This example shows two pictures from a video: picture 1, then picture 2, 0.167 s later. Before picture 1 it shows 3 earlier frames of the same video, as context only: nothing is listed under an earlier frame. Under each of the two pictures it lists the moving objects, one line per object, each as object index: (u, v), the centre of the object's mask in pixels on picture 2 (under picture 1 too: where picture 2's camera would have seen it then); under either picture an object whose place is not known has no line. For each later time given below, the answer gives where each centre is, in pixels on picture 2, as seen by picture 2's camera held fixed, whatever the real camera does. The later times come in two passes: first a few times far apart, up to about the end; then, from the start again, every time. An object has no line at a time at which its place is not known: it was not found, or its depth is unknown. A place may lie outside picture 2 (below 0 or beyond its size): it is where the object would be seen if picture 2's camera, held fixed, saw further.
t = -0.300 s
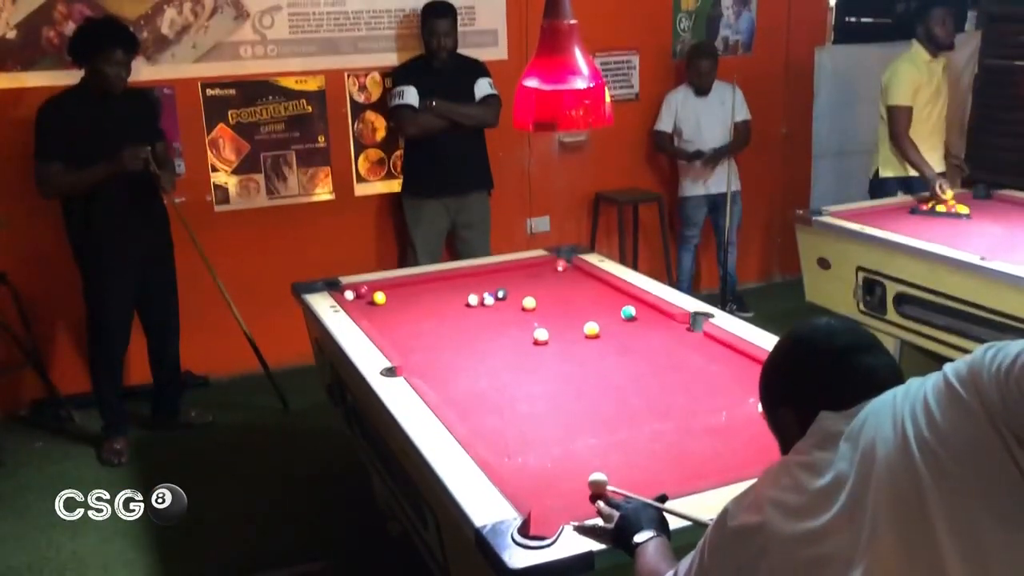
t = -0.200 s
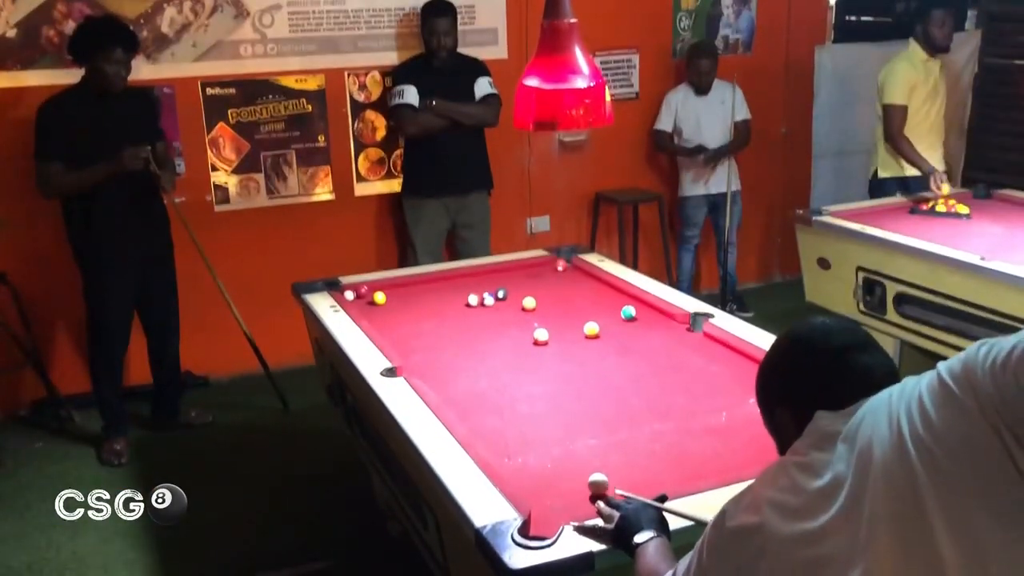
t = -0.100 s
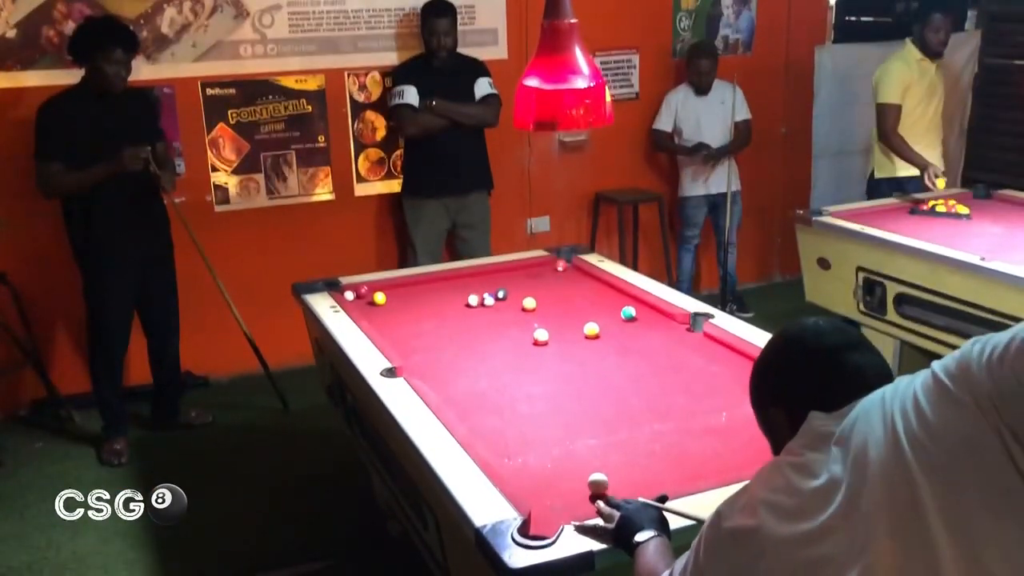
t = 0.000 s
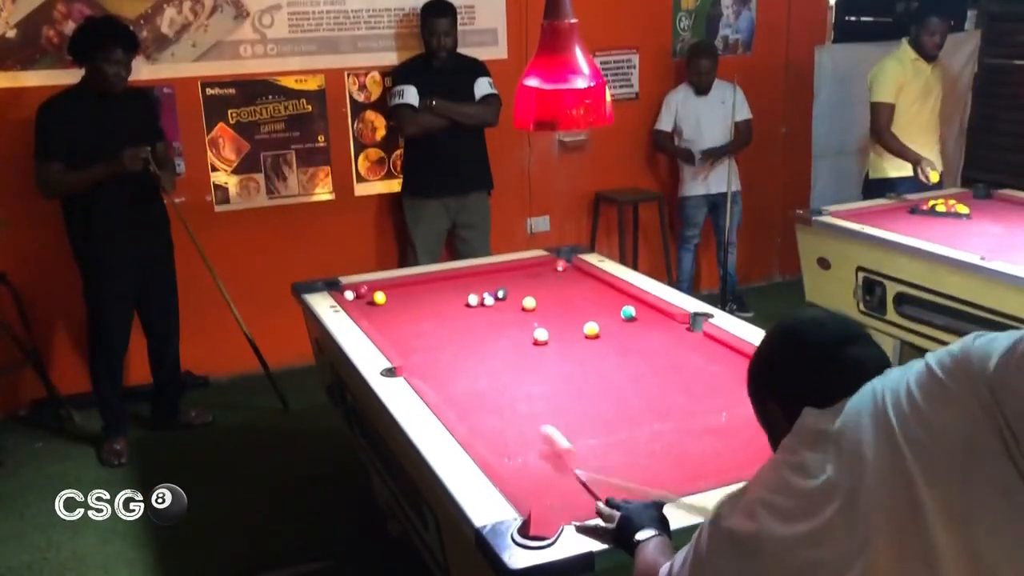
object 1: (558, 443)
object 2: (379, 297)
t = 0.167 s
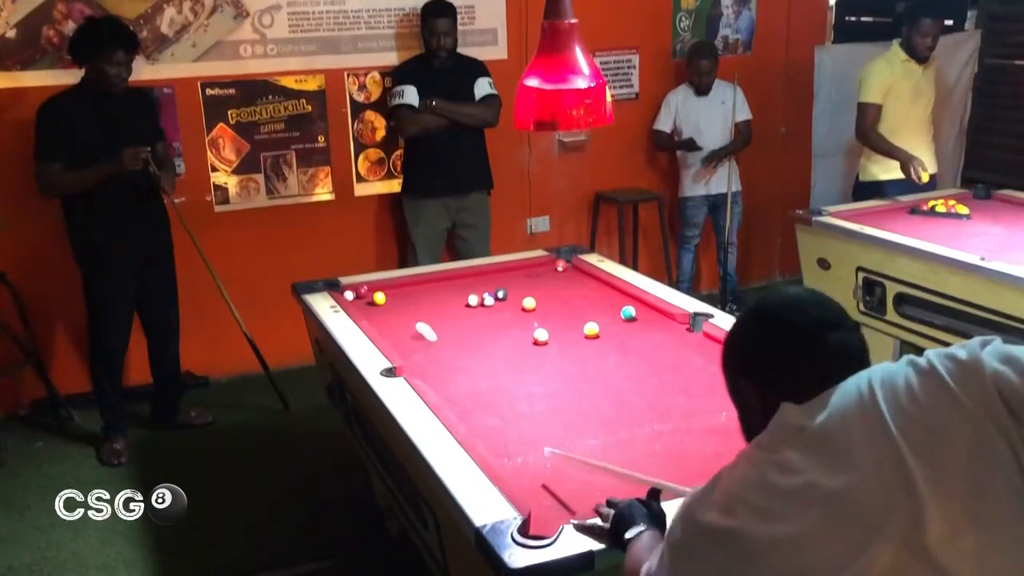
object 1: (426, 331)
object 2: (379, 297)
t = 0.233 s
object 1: (392, 304)
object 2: (378, 297)
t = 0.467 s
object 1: (464, 276)
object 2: (399, 293)
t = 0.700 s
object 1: (519, 269)
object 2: (437, 294)
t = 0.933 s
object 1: (554, 268)
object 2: (472, 291)
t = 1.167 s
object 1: (564, 271)
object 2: (494, 293)
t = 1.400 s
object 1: (573, 274)
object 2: (502, 296)
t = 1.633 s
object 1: (582, 277)
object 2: (510, 297)
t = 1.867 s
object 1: (592, 281)
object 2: (518, 298)
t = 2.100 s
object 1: (600, 284)
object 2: (522, 298)
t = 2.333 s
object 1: (608, 287)
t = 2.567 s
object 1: (614, 290)
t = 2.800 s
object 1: (618, 292)
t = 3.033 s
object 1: (621, 294)
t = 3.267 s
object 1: (623, 296)
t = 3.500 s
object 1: (625, 298)
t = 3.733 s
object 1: (627, 300)
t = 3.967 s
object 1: (628, 301)
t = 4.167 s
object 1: (629, 301)
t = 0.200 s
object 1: (407, 316)
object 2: (379, 297)
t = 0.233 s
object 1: (392, 304)
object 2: (378, 297)
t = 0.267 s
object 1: (398, 296)
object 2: (366, 293)
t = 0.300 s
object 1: (411, 293)
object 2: (367, 294)
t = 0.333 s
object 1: (423, 290)
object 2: (374, 294)
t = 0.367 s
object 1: (434, 286)
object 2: (382, 294)
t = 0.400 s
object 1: (445, 282)
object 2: (389, 293)
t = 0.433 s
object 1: (455, 279)
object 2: (394, 293)
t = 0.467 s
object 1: (464, 276)
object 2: (399, 293)
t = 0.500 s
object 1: (472, 274)
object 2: (405, 293)
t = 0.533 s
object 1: (480, 272)
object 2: (410, 293)
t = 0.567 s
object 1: (488, 272)
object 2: (415, 293)
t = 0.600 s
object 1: (496, 271)
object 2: (421, 293)
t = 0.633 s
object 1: (504, 271)
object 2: (426, 294)
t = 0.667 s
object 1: (512, 270)
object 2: (432, 294)
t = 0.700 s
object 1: (519, 269)
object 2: (437, 294)
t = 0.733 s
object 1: (527, 268)
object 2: (442, 294)
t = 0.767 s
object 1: (534, 268)
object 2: (447, 293)
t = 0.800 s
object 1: (542, 267)
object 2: (452, 293)
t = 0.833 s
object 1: (549, 266)
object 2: (457, 293)
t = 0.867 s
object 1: (550, 267)
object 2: (462, 293)
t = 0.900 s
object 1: (552, 267)
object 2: (466, 292)
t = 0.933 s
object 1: (554, 268)
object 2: (472, 291)
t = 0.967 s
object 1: (556, 268)
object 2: (478, 291)
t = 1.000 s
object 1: (557, 268)
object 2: (482, 292)
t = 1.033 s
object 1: (558, 269)
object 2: (488, 292)
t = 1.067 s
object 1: (560, 270)
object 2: (489, 292)
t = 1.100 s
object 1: (561, 270)
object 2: (491, 293)
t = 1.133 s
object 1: (562, 270)
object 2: (493, 293)
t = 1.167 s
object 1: (564, 271)
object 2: (494, 293)
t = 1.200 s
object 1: (565, 271)
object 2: (495, 294)
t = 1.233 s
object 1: (566, 272)
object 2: (497, 294)
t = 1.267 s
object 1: (568, 272)
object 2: (498, 294)
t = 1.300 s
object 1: (569, 272)
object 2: (499, 295)
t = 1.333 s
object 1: (570, 273)
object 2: (500, 295)
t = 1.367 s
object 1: (572, 274)
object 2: (501, 296)
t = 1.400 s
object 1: (573, 274)
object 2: (502, 296)
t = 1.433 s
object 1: (575, 275)
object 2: (503, 296)
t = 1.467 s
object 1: (576, 276)
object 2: (504, 297)
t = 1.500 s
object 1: (577, 276)
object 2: (506, 297)
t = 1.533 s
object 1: (579, 276)
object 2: (507, 297)
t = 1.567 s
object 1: (580, 277)
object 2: (508, 297)
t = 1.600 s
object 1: (581, 277)
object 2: (509, 297)
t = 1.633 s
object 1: (582, 277)
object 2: (510, 297)
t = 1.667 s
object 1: (584, 278)
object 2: (511, 297)
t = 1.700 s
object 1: (585, 278)
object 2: (512, 297)
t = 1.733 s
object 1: (586, 279)
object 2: (513, 297)
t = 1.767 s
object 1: (588, 279)
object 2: (514, 298)
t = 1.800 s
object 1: (589, 280)
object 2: (516, 298)
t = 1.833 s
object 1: (590, 281)
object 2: (516, 298)
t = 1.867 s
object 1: (592, 281)
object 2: (518, 298)
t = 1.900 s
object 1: (593, 282)
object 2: (518, 298)
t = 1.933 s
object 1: (594, 280)
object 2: (519, 297)
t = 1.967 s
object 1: (595, 282)
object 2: (520, 298)
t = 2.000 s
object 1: (597, 282)
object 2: (520, 298)
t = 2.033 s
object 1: (598, 283)
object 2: (521, 298)
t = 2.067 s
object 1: (599, 284)
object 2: (522, 299)
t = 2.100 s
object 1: (600, 284)
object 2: (522, 298)
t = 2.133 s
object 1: (601, 285)
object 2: (523, 298)
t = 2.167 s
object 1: (603, 285)
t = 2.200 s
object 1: (604, 285)
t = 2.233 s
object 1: (605, 286)
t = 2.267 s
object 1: (606, 286)
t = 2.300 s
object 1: (607, 286)
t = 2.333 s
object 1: (608, 287)
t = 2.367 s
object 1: (609, 287)
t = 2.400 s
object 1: (610, 288)
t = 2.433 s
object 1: (612, 288)
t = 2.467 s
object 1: (613, 288)
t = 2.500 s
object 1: (614, 289)
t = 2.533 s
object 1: (614, 289)
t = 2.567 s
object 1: (614, 290)
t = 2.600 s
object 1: (615, 290)
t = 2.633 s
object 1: (615, 291)
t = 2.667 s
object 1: (616, 291)
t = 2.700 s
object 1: (616, 291)
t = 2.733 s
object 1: (617, 292)
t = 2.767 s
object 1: (617, 292)
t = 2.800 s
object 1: (618, 292)
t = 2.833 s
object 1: (618, 292)
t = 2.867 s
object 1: (619, 292)
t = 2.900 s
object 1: (619, 293)
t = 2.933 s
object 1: (619, 293)
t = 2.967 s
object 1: (620, 294)
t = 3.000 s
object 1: (620, 294)
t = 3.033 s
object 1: (621, 294)
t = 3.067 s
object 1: (621, 294)
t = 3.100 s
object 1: (621, 295)
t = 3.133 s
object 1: (622, 295)
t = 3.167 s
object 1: (622, 295)
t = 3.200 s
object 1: (623, 296)
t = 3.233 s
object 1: (623, 296)
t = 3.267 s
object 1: (623, 296)
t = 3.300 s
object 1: (623, 296)
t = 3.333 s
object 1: (624, 297)
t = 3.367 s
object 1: (624, 297)
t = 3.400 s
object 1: (624, 297)
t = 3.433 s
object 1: (624, 297)
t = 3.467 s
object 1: (625, 298)
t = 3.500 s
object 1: (625, 298)
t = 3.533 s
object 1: (625, 298)
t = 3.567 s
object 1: (626, 299)
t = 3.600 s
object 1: (626, 298)
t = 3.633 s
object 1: (626, 299)
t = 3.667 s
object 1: (626, 299)
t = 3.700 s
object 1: (627, 299)
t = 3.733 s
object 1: (627, 300)
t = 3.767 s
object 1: (627, 300)
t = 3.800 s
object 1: (627, 300)
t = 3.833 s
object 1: (628, 300)
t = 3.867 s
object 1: (628, 300)
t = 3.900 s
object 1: (628, 300)
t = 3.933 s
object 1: (628, 300)
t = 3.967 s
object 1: (628, 301)
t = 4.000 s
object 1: (628, 301)
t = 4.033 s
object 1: (628, 301)
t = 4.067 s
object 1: (628, 301)
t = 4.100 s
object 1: (629, 301)
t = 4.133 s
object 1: (629, 301)
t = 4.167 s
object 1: (629, 301)
